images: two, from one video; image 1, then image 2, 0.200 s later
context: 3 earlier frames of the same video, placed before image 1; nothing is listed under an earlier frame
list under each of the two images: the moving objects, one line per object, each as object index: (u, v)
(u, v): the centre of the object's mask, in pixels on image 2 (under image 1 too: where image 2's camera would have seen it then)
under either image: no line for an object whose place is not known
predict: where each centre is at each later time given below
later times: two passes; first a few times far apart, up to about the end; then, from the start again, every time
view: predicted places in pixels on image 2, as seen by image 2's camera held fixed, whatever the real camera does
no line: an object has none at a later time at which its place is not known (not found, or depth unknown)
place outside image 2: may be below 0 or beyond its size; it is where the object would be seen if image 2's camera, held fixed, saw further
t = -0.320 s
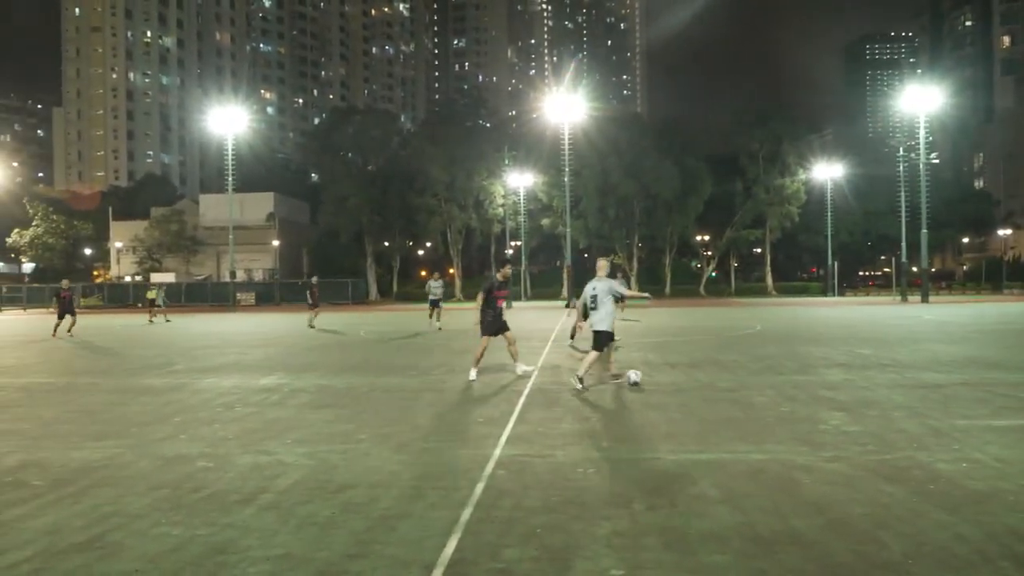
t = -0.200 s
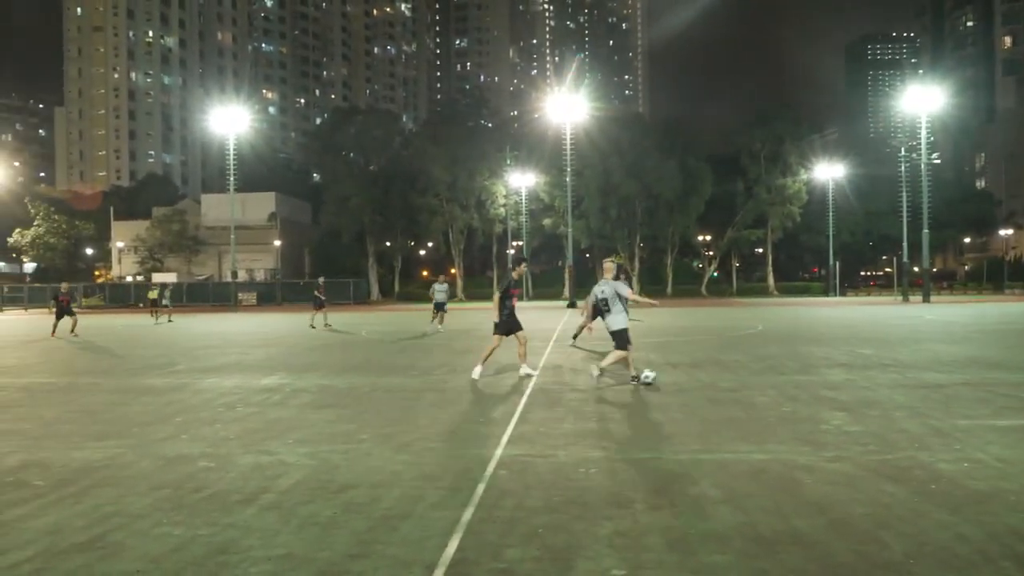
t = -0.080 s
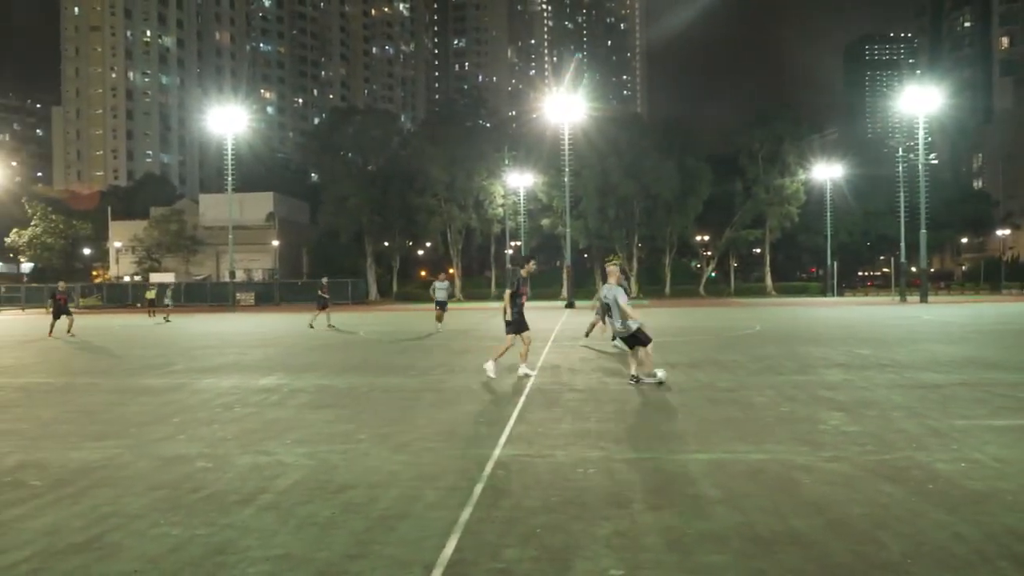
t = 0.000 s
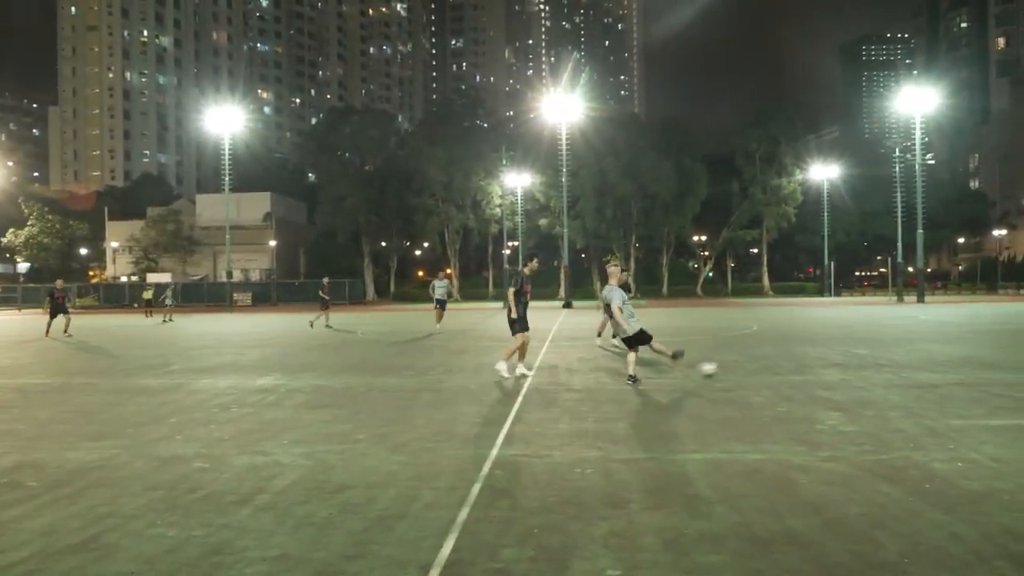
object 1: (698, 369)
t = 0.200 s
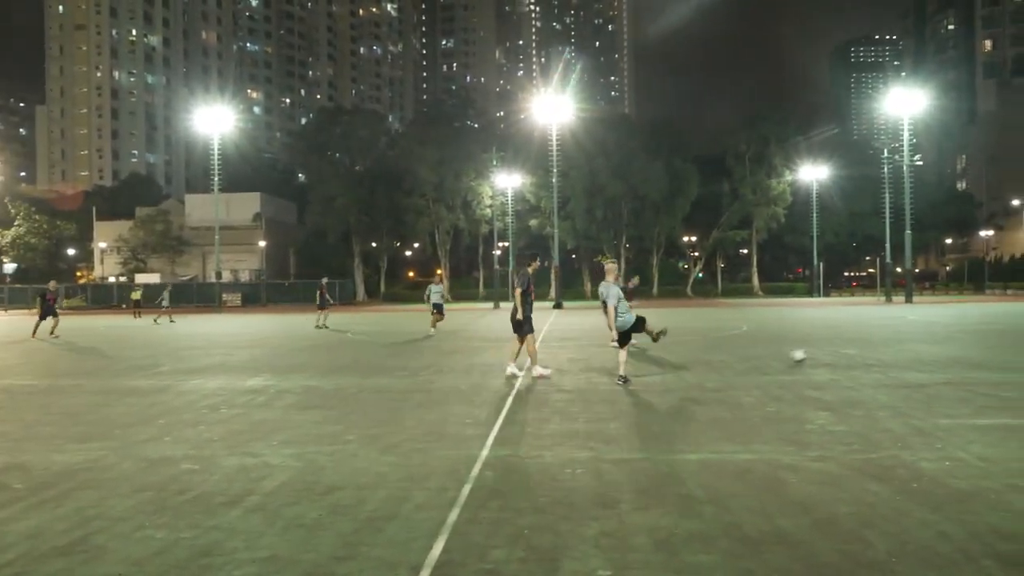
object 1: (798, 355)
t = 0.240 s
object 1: (813, 354)
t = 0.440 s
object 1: (875, 345)
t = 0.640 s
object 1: (916, 340)
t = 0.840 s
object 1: (946, 335)
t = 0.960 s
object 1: (963, 332)
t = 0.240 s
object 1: (813, 354)
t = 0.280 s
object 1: (828, 352)
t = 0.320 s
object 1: (841, 351)
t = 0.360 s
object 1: (854, 348)
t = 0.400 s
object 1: (864, 347)
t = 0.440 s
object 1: (875, 345)
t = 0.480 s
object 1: (885, 343)
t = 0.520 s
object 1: (894, 343)
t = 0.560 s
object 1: (902, 342)
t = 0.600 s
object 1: (909, 340)
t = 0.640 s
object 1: (916, 340)
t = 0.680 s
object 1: (922, 338)
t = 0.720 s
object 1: (928, 337)
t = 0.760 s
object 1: (935, 337)
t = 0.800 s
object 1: (942, 336)
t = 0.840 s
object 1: (946, 335)
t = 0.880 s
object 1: (951, 334)
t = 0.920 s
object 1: (957, 333)
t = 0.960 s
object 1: (963, 332)
